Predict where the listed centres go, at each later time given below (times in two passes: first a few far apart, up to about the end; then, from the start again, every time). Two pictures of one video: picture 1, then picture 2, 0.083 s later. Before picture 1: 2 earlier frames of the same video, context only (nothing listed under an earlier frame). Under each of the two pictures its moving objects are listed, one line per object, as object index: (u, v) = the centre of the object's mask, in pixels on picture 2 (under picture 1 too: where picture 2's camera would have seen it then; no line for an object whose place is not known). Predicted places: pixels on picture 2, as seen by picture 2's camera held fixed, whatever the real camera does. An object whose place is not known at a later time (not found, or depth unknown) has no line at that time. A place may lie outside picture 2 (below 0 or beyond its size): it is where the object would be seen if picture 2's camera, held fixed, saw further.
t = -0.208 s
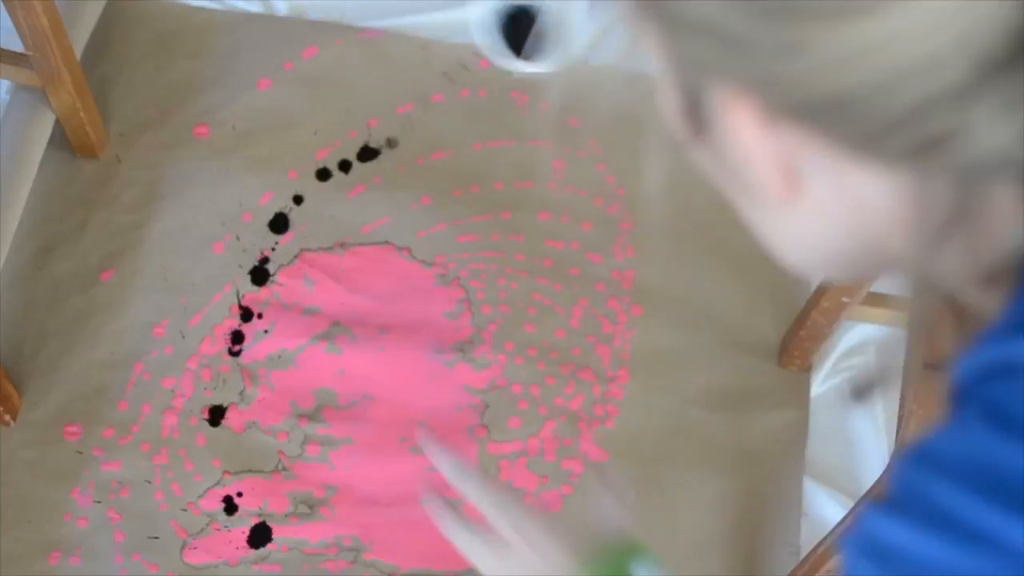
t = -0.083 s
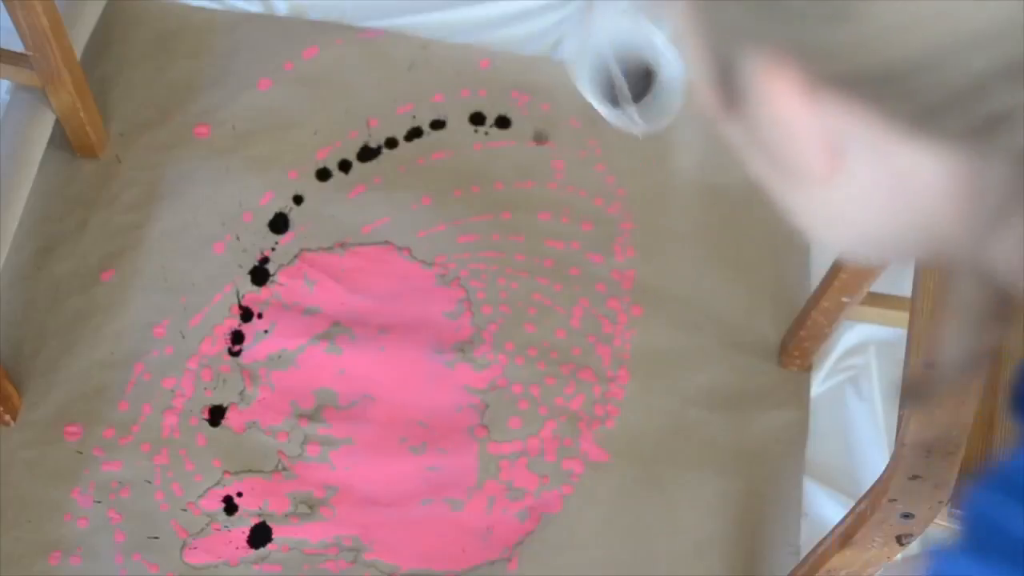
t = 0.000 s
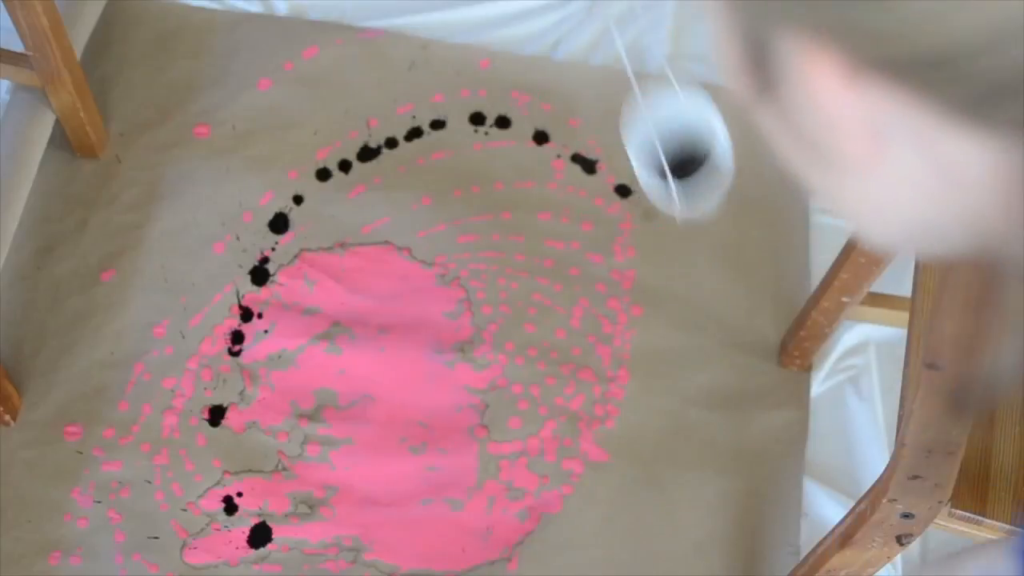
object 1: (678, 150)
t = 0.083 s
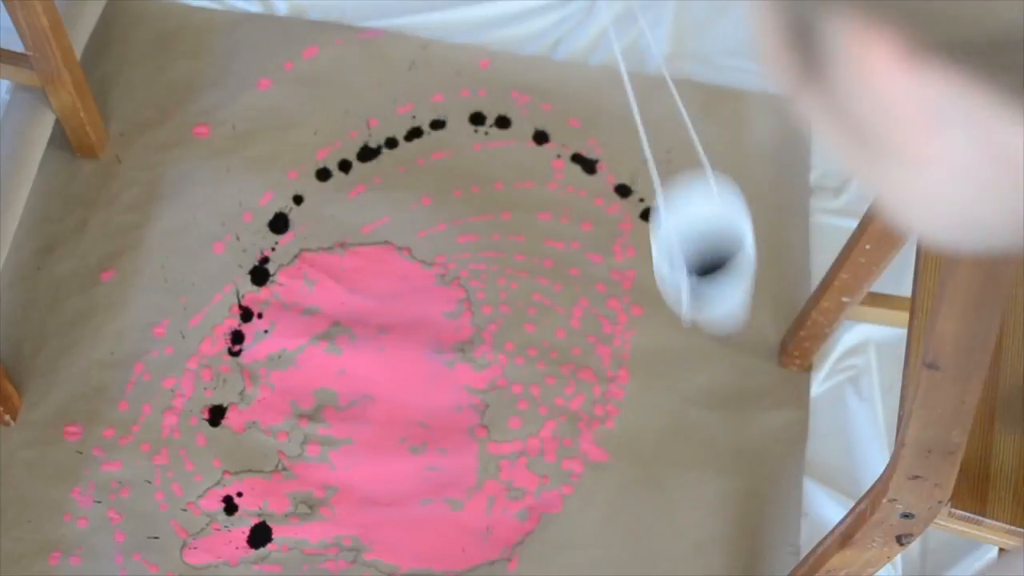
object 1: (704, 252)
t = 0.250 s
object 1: (663, 454)
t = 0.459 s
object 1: (490, 523)
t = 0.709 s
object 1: (357, 383)
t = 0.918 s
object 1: (416, 180)
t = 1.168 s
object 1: (590, 73)
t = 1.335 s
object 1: (677, 149)
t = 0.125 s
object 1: (707, 307)
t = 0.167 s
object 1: (700, 361)
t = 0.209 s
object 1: (685, 411)
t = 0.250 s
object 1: (663, 454)
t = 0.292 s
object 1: (635, 489)
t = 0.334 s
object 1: (601, 508)
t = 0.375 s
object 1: (564, 519)
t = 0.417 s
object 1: (527, 524)
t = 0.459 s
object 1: (490, 523)
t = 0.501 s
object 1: (456, 518)
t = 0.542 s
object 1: (424, 507)
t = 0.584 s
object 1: (397, 487)
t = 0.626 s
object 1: (377, 457)
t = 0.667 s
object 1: (363, 422)
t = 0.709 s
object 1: (357, 383)
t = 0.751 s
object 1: (357, 342)
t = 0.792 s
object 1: (363, 299)
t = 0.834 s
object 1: (376, 257)
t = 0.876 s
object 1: (395, 216)
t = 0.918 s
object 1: (416, 180)
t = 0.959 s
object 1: (441, 147)
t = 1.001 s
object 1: (470, 118)
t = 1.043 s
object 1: (506, 92)
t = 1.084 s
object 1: (533, 77)
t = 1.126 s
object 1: (561, 73)
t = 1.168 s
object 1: (590, 73)
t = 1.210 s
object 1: (617, 80)
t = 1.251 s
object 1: (640, 96)
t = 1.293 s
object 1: (661, 120)
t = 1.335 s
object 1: (677, 149)
